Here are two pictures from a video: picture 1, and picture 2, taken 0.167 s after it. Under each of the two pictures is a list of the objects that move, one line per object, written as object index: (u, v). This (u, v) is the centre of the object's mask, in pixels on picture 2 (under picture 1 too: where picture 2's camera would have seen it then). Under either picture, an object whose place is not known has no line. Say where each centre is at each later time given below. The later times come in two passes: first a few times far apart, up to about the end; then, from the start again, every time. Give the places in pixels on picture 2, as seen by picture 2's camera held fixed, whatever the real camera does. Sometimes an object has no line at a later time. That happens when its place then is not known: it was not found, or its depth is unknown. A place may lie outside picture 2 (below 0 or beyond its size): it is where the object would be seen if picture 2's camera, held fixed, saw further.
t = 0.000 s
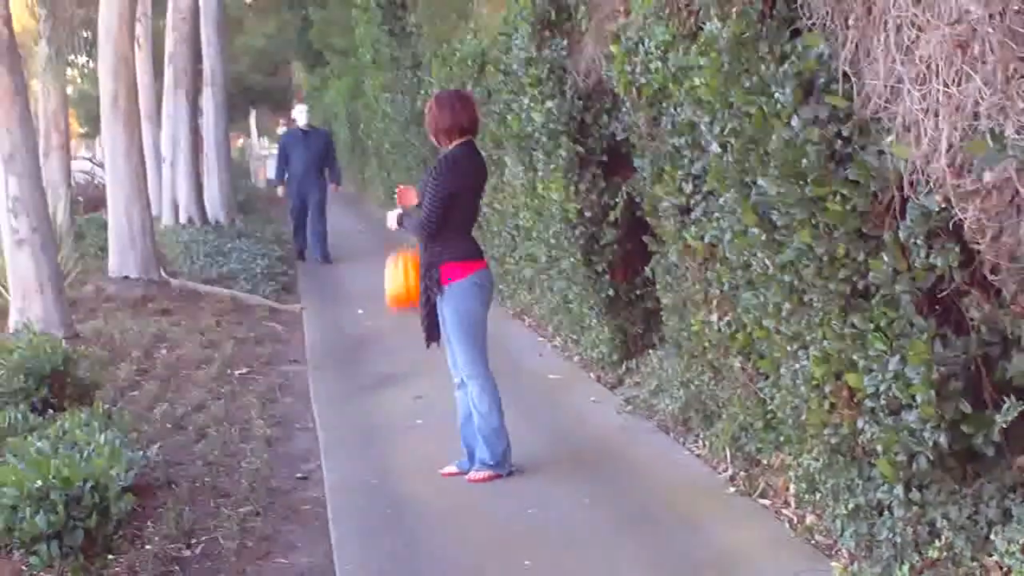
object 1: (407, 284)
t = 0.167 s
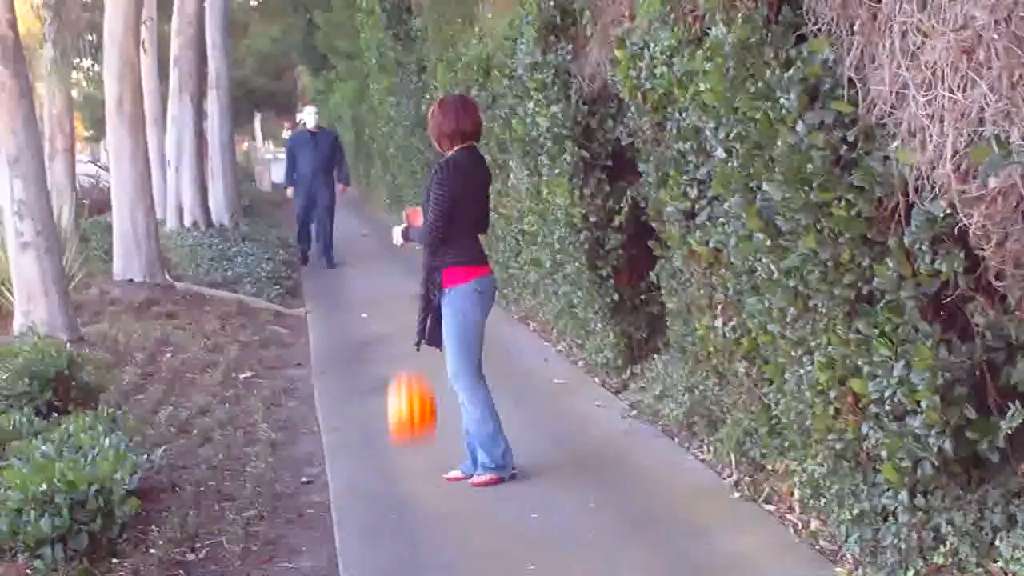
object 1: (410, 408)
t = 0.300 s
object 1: (399, 420)
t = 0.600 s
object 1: (367, 447)
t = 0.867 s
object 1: (331, 452)
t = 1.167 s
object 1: (288, 467)
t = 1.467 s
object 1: (287, 469)
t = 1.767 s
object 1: (309, 468)
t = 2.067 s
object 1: (304, 469)
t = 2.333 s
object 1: (298, 470)
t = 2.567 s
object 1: (300, 469)
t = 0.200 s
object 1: (411, 437)
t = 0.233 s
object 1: (408, 435)
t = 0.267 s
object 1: (403, 426)
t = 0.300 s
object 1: (399, 420)
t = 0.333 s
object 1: (395, 415)
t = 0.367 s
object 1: (391, 414)
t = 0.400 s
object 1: (389, 416)
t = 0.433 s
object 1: (386, 418)
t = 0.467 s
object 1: (382, 423)
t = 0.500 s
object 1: (379, 431)
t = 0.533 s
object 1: (376, 442)
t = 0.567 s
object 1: (373, 450)
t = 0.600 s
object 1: (367, 447)
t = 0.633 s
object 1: (362, 446)
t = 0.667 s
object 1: (357, 448)
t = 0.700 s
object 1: (352, 451)
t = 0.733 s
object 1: (347, 451)
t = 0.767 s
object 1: (344, 449)
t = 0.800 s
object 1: (339, 450)
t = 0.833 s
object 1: (335, 452)
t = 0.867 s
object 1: (331, 452)
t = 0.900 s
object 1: (328, 454)
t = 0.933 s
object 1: (322, 456)
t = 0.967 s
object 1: (318, 458)
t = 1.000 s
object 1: (313, 462)
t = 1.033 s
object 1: (308, 465)
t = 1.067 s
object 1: (303, 469)
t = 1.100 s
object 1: (297, 469)
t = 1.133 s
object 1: (292, 468)
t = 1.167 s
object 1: (288, 467)
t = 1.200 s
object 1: (285, 468)
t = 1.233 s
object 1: (283, 468)
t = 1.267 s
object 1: (281, 468)
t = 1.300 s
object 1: (281, 468)
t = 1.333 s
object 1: (281, 469)
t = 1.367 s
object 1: (282, 469)
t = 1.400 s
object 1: (284, 469)
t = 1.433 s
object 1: (285, 469)
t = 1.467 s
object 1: (287, 469)
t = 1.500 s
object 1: (289, 469)
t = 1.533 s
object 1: (292, 469)
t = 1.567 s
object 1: (294, 468)
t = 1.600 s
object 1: (296, 468)
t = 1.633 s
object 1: (299, 468)
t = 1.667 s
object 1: (301, 469)
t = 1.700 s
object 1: (304, 469)
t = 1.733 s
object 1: (306, 468)
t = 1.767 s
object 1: (309, 468)
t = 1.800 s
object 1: (311, 467)
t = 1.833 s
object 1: (311, 467)
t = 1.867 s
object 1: (312, 467)
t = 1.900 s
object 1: (311, 468)
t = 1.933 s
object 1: (310, 468)
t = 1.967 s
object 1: (308, 468)
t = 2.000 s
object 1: (306, 468)
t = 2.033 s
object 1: (305, 468)
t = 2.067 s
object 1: (304, 469)
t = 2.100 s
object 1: (302, 469)
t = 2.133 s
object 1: (300, 469)
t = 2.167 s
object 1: (299, 469)
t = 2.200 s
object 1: (298, 469)
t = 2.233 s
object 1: (297, 469)
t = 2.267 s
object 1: (297, 469)
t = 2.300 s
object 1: (297, 469)
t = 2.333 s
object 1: (298, 470)
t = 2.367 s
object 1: (298, 470)
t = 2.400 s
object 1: (300, 469)
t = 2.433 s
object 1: (299, 469)
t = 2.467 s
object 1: (300, 469)
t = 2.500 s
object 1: (300, 469)
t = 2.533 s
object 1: (300, 469)
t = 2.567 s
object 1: (300, 469)
